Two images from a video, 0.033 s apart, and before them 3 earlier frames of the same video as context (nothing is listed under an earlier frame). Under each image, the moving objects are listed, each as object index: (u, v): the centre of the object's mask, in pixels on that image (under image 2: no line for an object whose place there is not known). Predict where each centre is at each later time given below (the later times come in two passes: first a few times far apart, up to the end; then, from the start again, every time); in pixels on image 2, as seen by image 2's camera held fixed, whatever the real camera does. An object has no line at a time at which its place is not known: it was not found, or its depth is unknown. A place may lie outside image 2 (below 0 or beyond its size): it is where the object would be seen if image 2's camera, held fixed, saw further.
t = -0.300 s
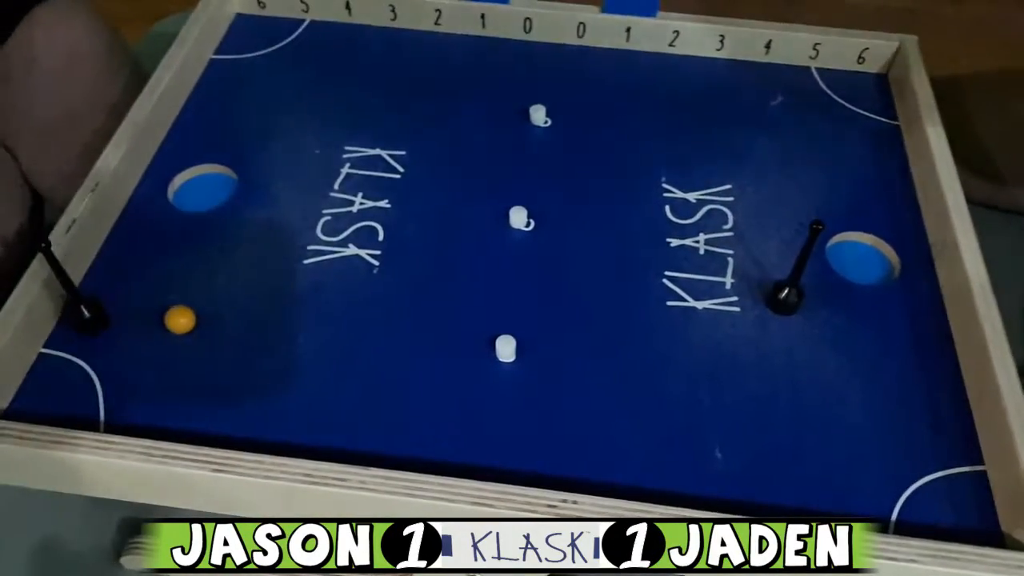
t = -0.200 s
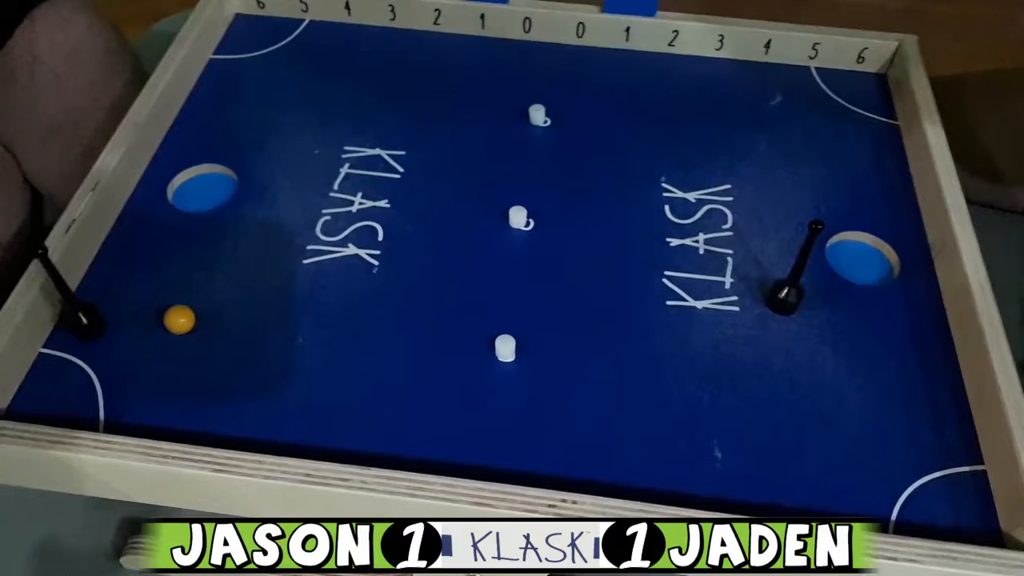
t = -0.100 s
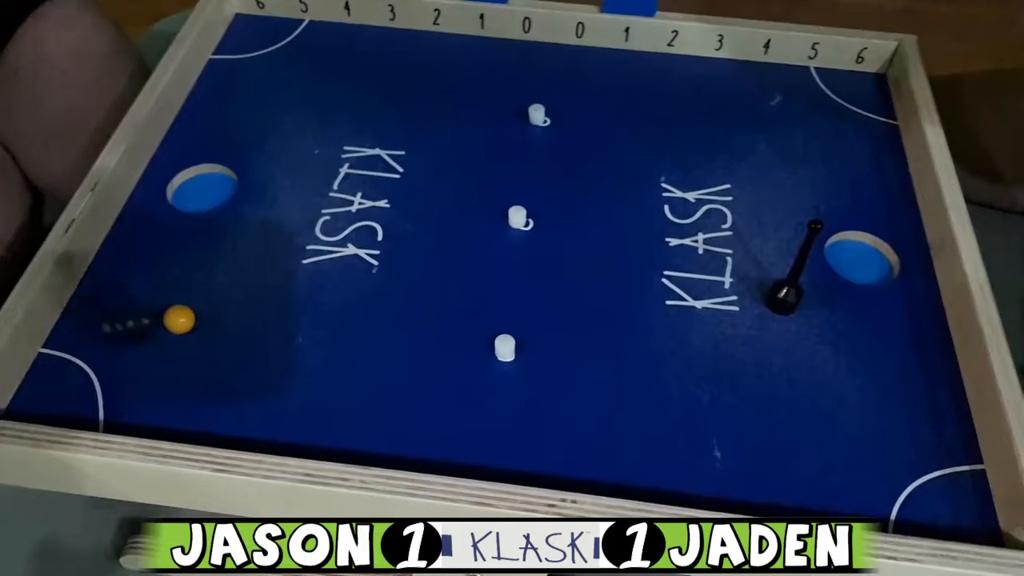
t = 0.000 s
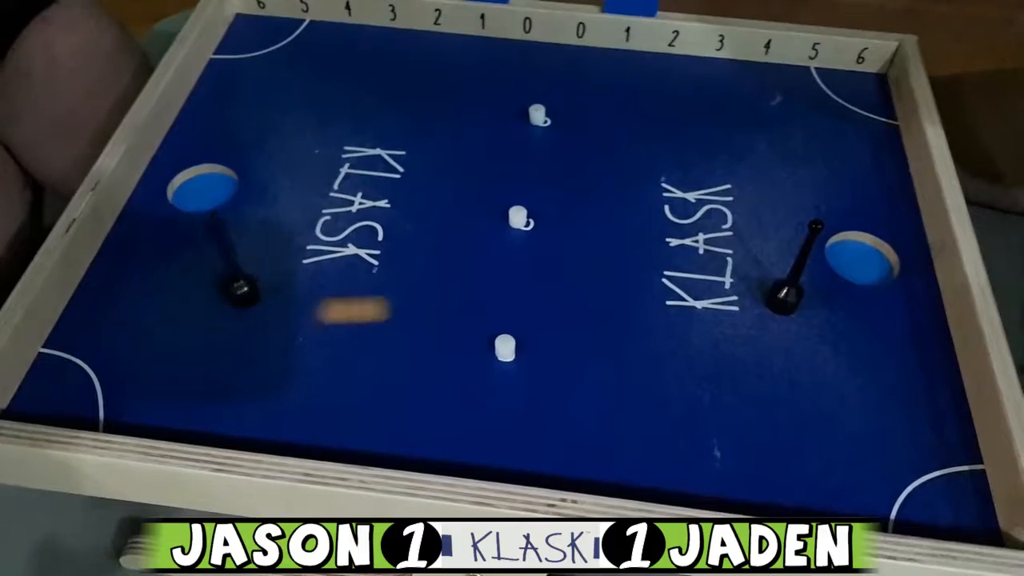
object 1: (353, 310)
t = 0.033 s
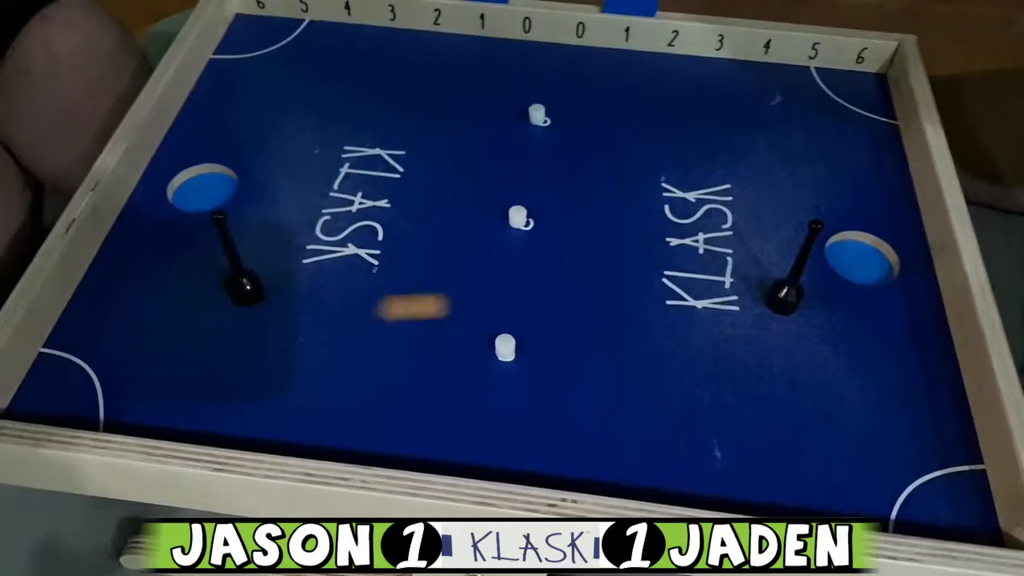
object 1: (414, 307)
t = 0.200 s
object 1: (665, 295)
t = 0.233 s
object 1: (717, 292)
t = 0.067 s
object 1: (469, 304)
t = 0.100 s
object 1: (520, 302)
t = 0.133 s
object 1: (568, 299)
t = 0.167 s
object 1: (618, 297)
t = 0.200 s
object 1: (665, 295)
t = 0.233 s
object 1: (717, 292)
